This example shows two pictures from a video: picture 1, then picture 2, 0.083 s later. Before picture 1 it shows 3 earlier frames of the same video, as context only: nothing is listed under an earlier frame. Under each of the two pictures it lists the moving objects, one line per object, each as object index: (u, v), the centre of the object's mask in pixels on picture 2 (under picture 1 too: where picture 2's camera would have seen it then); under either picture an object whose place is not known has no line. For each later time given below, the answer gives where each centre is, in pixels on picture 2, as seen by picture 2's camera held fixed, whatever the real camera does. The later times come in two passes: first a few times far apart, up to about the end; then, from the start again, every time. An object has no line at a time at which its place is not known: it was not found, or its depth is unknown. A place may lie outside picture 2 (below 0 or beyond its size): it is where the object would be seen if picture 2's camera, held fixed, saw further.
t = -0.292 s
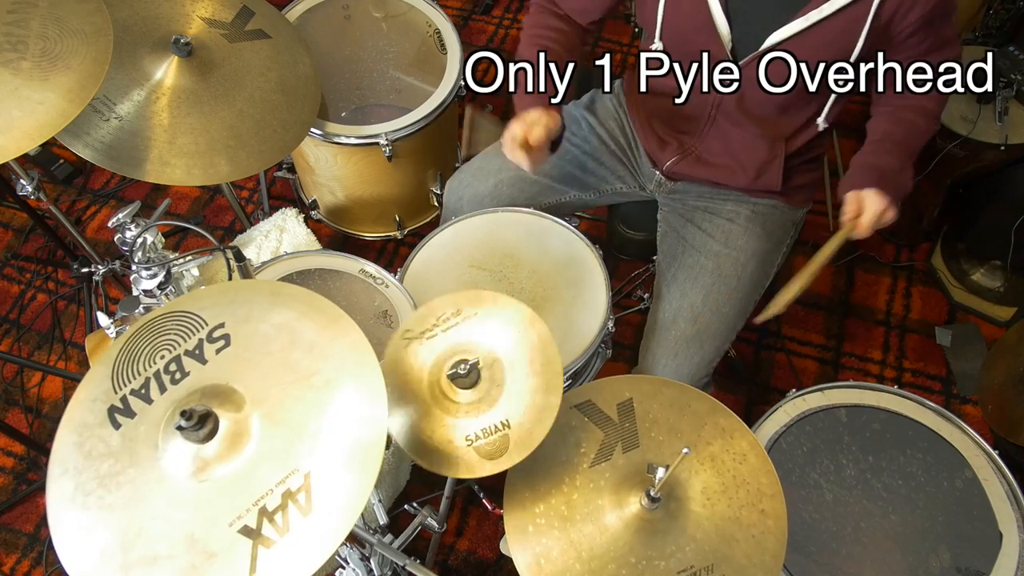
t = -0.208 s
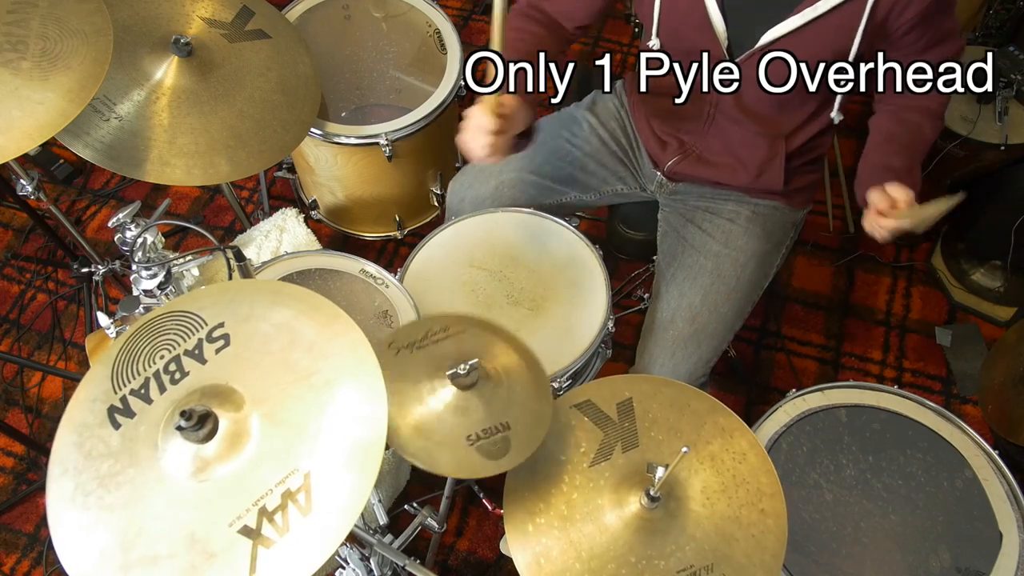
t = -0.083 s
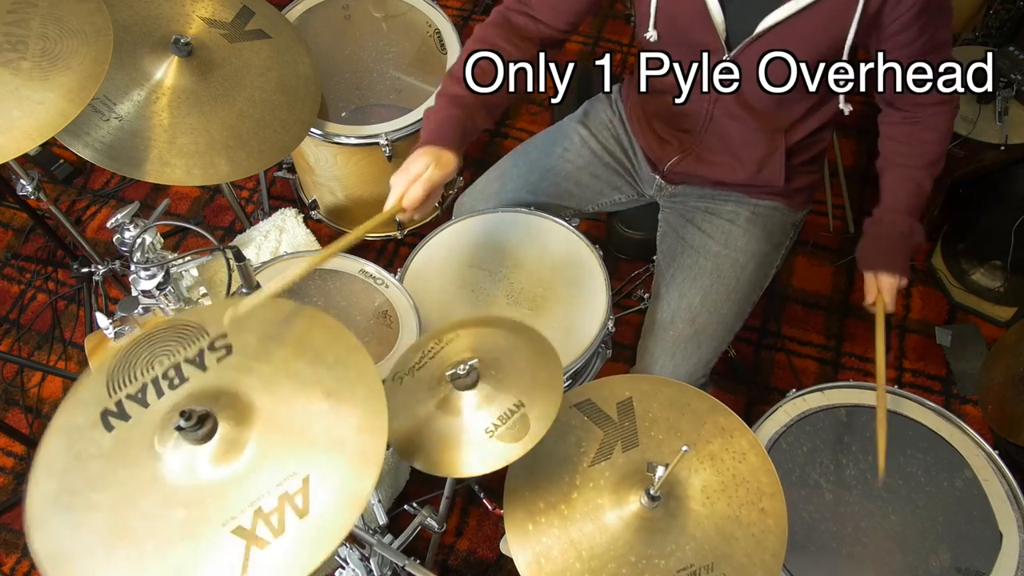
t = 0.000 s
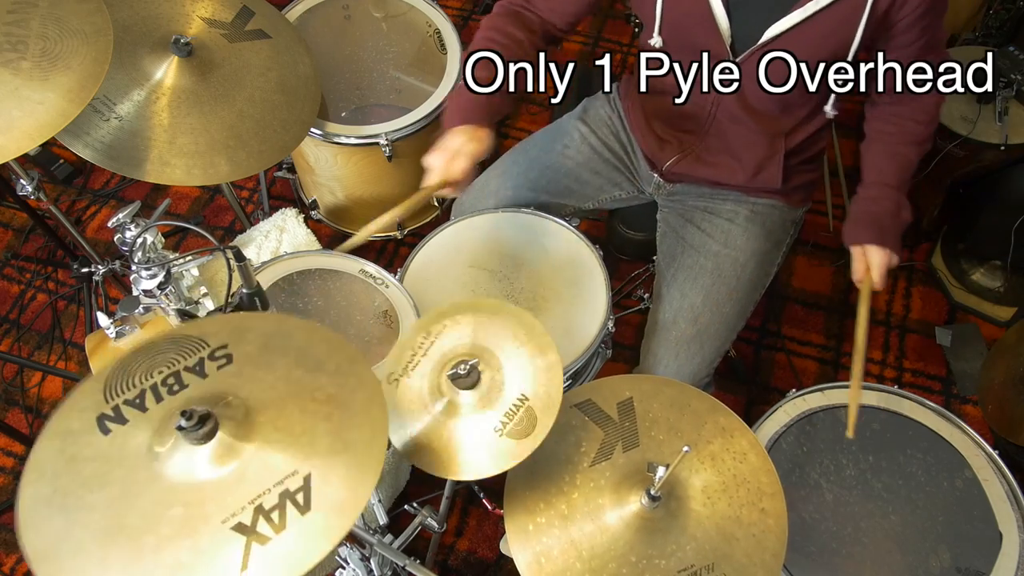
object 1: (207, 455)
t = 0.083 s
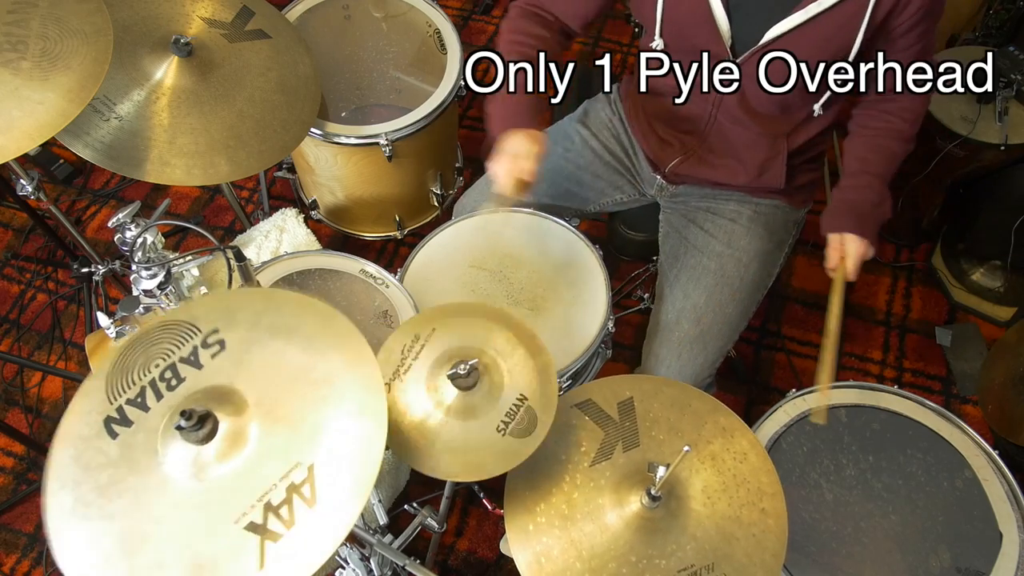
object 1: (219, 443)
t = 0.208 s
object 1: (226, 429)
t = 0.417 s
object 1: (218, 442)
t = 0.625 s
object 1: (219, 441)
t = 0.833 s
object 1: (218, 438)
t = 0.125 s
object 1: (223, 436)
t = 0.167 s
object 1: (226, 431)
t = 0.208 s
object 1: (226, 429)
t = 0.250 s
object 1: (224, 430)
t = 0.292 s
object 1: (222, 433)
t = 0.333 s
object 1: (219, 436)
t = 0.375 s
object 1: (218, 439)
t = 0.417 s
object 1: (218, 442)
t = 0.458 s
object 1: (217, 443)
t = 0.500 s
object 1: (217, 444)
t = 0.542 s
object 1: (219, 444)
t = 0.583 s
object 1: (219, 443)
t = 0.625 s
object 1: (219, 441)
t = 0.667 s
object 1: (220, 440)
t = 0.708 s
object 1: (219, 438)
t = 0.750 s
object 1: (218, 437)
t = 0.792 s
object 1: (218, 437)
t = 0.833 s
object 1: (218, 438)
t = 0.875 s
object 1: (218, 438)
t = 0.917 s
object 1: (218, 439)
